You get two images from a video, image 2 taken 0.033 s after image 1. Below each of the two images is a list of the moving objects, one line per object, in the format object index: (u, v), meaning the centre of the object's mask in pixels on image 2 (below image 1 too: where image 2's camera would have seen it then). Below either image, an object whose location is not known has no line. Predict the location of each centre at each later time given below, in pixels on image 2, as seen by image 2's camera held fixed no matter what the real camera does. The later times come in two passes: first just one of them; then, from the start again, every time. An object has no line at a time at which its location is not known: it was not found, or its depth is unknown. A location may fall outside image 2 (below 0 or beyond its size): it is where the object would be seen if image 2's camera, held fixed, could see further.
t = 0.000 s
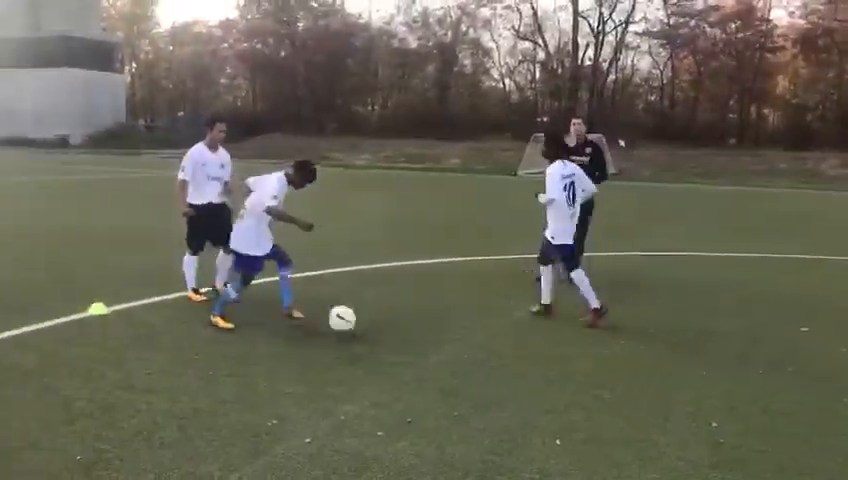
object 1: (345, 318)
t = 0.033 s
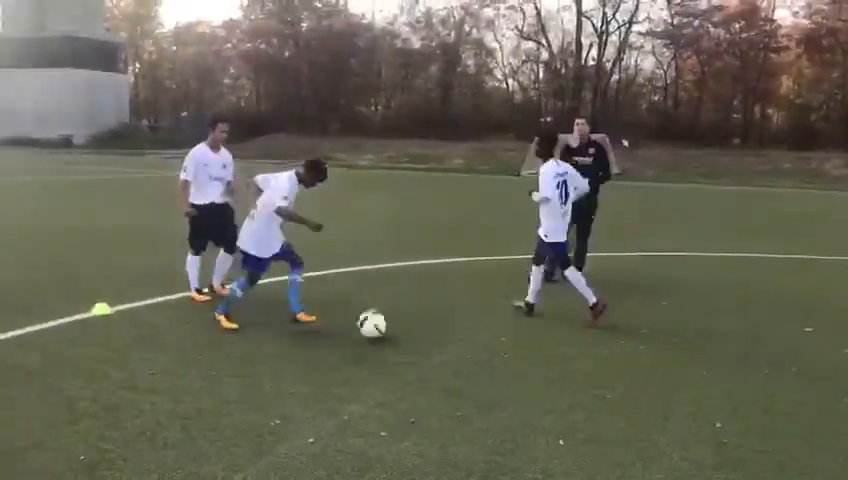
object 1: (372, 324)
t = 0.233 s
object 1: (540, 352)
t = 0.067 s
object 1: (400, 329)
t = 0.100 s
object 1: (427, 332)
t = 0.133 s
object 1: (453, 336)
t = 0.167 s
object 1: (482, 341)
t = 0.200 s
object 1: (510, 347)
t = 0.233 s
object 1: (540, 352)
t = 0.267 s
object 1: (568, 355)
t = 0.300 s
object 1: (597, 361)
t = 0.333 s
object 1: (626, 366)
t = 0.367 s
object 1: (652, 369)
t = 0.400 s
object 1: (680, 375)
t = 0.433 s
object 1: (705, 381)
